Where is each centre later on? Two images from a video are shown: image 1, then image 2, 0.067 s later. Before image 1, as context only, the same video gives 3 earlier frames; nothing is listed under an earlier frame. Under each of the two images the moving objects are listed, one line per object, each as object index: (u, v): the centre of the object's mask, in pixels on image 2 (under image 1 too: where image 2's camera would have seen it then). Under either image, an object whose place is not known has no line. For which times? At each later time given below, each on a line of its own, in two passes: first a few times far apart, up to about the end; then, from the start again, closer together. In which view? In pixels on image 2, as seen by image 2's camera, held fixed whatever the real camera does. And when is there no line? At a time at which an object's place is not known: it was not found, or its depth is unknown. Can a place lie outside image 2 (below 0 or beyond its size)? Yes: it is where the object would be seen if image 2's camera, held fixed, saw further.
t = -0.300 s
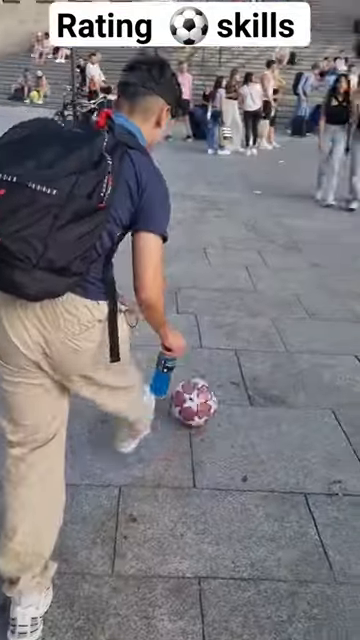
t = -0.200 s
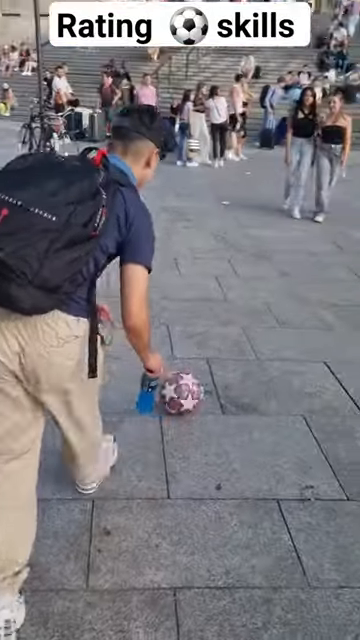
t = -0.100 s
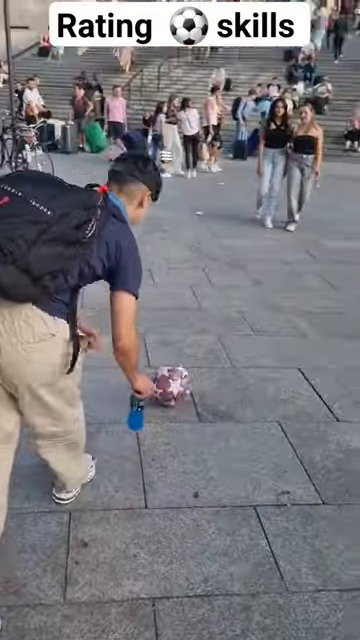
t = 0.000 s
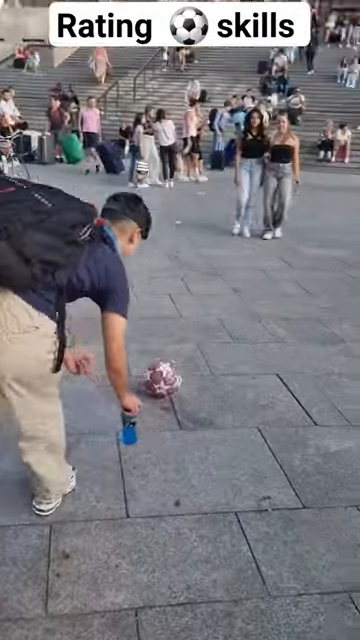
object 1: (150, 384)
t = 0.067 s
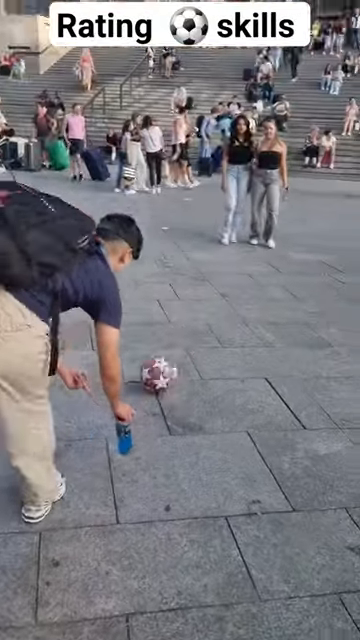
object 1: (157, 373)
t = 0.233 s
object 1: (174, 353)
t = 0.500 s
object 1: (194, 328)
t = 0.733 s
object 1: (210, 310)
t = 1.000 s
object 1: (227, 294)
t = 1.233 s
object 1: (240, 281)
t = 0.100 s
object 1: (161, 369)
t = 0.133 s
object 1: (165, 364)
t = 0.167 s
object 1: (167, 360)
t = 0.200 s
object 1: (170, 356)
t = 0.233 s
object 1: (174, 353)
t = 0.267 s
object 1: (176, 349)
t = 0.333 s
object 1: (180, 342)
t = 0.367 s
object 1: (183, 340)
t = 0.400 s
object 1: (186, 336)
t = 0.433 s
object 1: (188, 334)
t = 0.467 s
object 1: (192, 331)
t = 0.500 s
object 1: (194, 328)
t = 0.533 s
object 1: (196, 324)
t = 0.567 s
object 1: (198, 322)
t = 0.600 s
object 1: (201, 319)
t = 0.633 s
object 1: (203, 316)
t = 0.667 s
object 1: (205, 313)
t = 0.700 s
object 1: (207, 311)
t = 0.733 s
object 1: (210, 310)
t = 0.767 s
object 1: (212, 307)
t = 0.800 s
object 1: (214, 305)
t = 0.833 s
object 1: (216, 303)
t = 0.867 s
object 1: (218, 301)
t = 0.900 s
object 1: (220, 299)
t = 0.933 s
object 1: (222, 297)
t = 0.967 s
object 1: (224, 295)
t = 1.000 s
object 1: (227, 294)
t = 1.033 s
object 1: (230, 292)
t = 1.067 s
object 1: (230, 289)
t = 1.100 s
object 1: (233, 288)
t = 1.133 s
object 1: (234, 286)
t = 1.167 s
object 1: (236, 284)
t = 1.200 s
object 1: (238, 282)
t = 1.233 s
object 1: (240, 281)
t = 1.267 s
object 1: (242, 278)
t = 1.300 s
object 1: (243, 278)
